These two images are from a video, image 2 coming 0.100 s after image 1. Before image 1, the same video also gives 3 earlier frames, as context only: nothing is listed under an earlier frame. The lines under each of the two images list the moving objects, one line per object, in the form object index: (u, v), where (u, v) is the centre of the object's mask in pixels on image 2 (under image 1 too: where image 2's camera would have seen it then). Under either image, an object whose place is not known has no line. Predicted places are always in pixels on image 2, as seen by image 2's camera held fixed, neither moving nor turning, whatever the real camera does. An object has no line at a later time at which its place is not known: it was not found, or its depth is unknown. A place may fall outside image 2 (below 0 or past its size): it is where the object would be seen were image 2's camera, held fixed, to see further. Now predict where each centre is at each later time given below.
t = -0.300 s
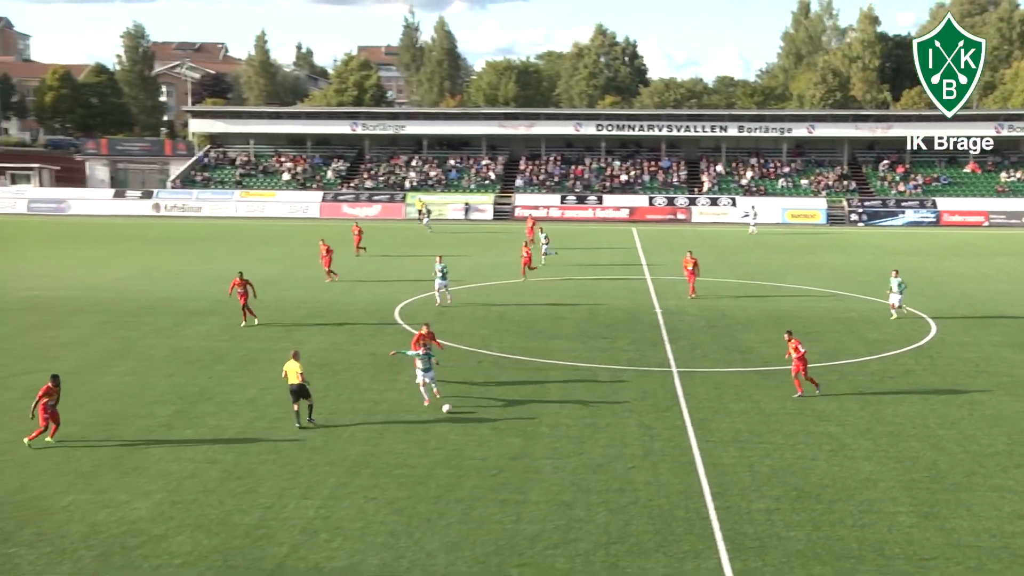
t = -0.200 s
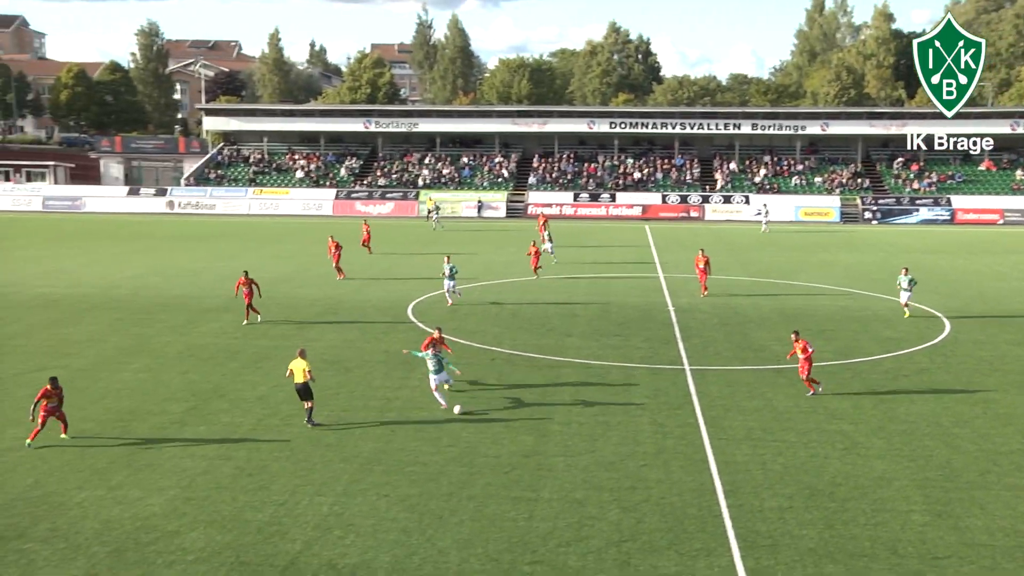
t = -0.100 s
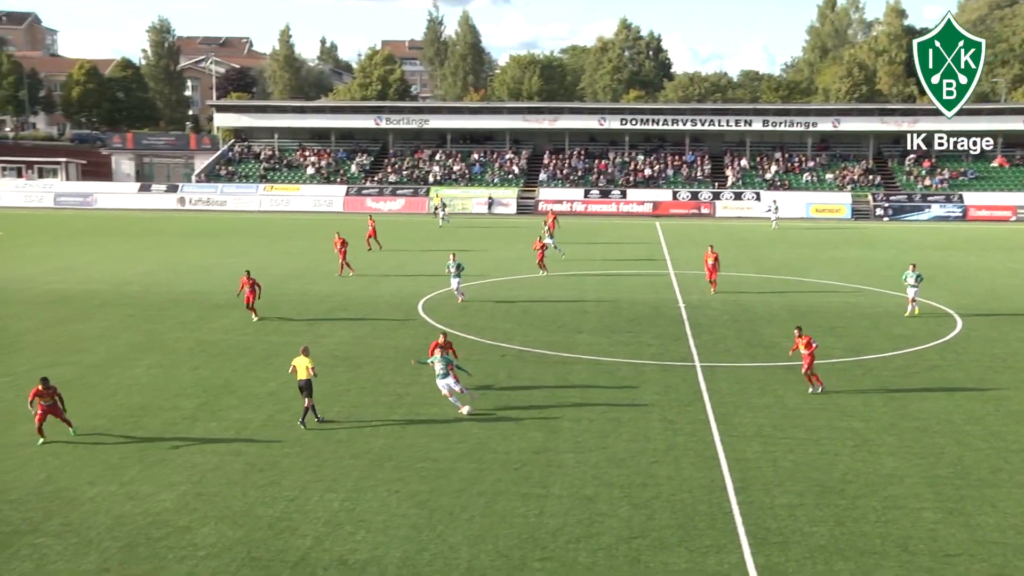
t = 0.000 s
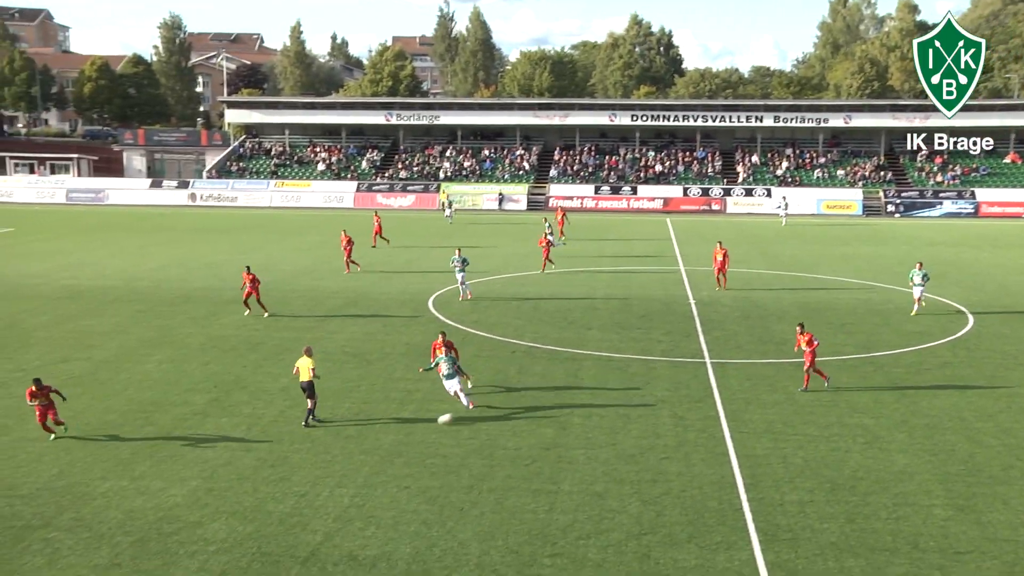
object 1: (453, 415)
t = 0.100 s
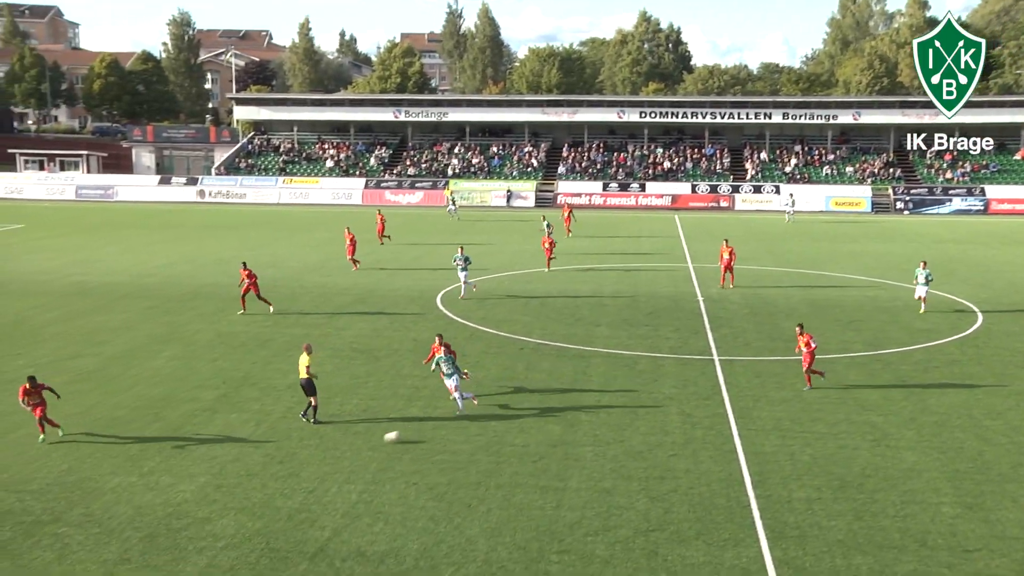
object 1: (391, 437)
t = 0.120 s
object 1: (379, 441)
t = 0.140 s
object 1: (366, 446)
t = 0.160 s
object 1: (352, 451)
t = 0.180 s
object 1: (338, 456)
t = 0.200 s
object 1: (325, 460)
